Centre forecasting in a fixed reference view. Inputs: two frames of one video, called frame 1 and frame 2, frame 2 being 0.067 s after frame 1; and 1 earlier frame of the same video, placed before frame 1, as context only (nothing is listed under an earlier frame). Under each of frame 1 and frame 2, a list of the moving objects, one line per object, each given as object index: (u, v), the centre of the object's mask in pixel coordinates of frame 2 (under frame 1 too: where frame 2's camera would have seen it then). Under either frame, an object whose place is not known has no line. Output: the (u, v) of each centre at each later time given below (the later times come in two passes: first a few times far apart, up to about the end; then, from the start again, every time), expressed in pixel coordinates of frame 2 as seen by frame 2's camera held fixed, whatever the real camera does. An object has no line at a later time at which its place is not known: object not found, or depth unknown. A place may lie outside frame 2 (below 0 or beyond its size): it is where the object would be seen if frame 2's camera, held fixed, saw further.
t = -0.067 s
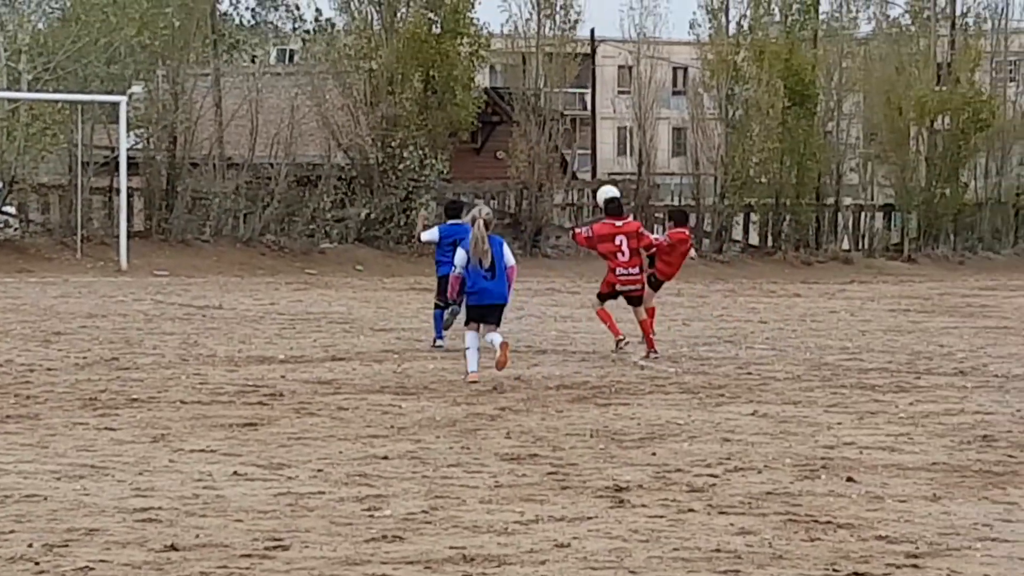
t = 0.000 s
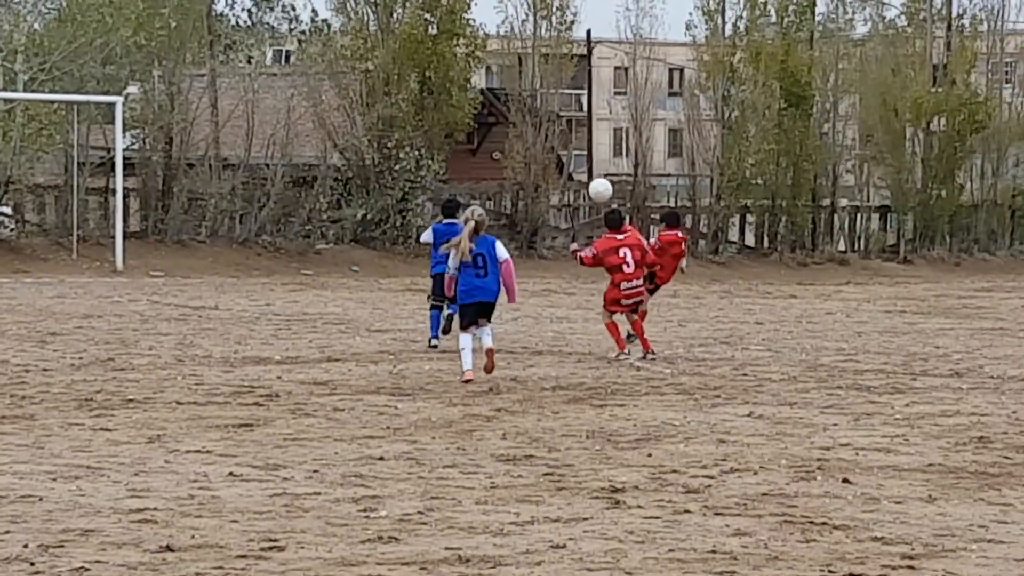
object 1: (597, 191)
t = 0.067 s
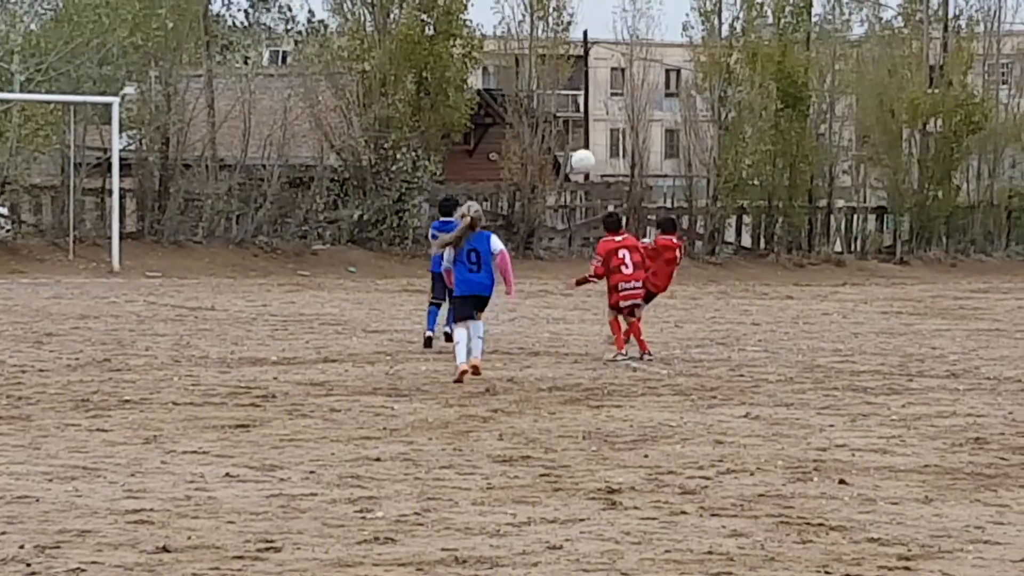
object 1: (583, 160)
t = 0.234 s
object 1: (548, 107)
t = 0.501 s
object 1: (490, 78)
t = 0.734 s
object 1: (437, 113)
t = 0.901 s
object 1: (397, 175)
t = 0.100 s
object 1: (576, 147)
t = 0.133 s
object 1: (569, 136)
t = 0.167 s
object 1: (562, 125)
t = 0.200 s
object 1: (555, 115)
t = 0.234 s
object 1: (548, 107)
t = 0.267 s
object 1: (541, 99)
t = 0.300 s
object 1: (533, 93)
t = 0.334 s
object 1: (526, 88)
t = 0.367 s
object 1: (519, 83)
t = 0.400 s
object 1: (511, 80)
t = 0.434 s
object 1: (504, 78)
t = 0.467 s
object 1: (497, 78)
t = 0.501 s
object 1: (490, 78)
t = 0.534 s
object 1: (481, 80)
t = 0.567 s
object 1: (475, 82)
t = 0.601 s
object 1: (467, 86)
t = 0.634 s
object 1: (459, 91)
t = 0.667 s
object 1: (452, 98)
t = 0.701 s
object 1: (444, 105)
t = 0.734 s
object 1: (437, 113)
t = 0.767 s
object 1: (429, 123)
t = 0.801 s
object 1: (421, 134)
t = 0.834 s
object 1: (414, 146)
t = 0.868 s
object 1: (405, 160)
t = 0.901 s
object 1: (397, 175)
